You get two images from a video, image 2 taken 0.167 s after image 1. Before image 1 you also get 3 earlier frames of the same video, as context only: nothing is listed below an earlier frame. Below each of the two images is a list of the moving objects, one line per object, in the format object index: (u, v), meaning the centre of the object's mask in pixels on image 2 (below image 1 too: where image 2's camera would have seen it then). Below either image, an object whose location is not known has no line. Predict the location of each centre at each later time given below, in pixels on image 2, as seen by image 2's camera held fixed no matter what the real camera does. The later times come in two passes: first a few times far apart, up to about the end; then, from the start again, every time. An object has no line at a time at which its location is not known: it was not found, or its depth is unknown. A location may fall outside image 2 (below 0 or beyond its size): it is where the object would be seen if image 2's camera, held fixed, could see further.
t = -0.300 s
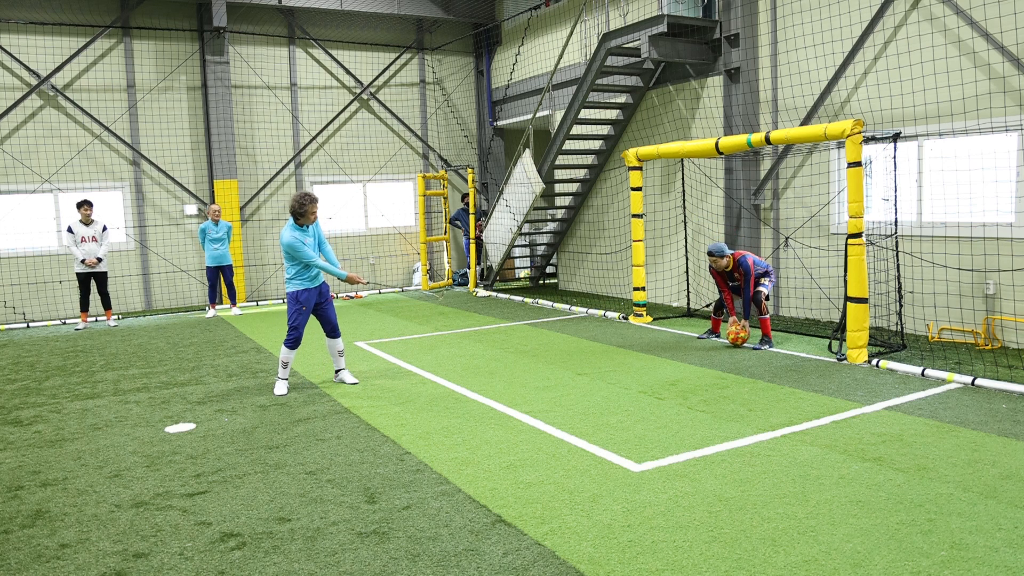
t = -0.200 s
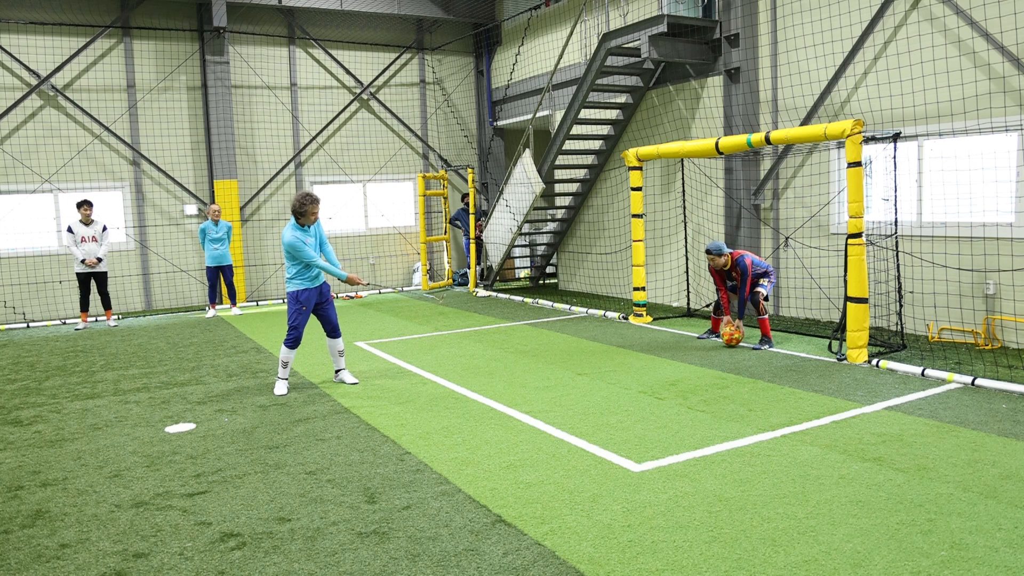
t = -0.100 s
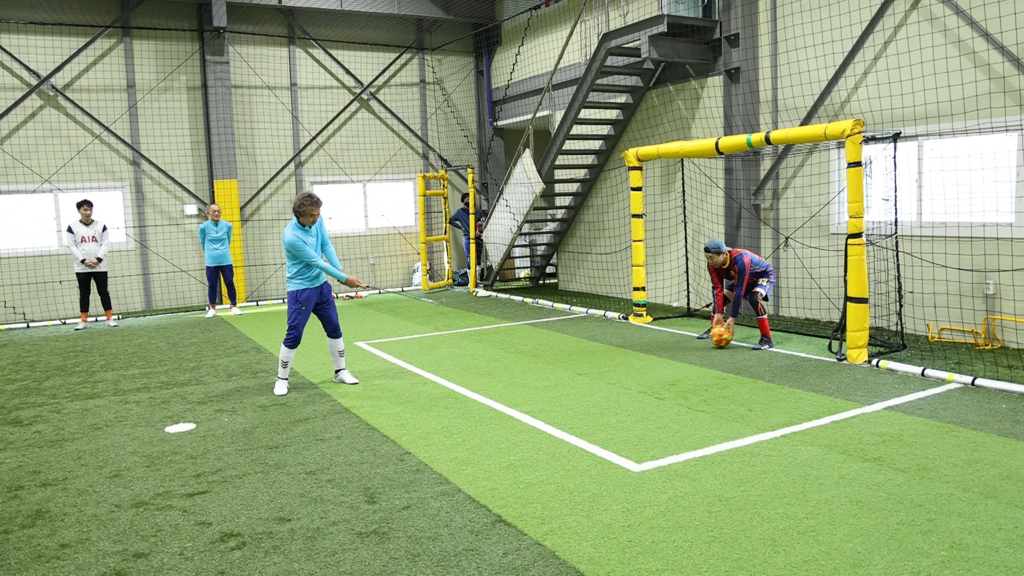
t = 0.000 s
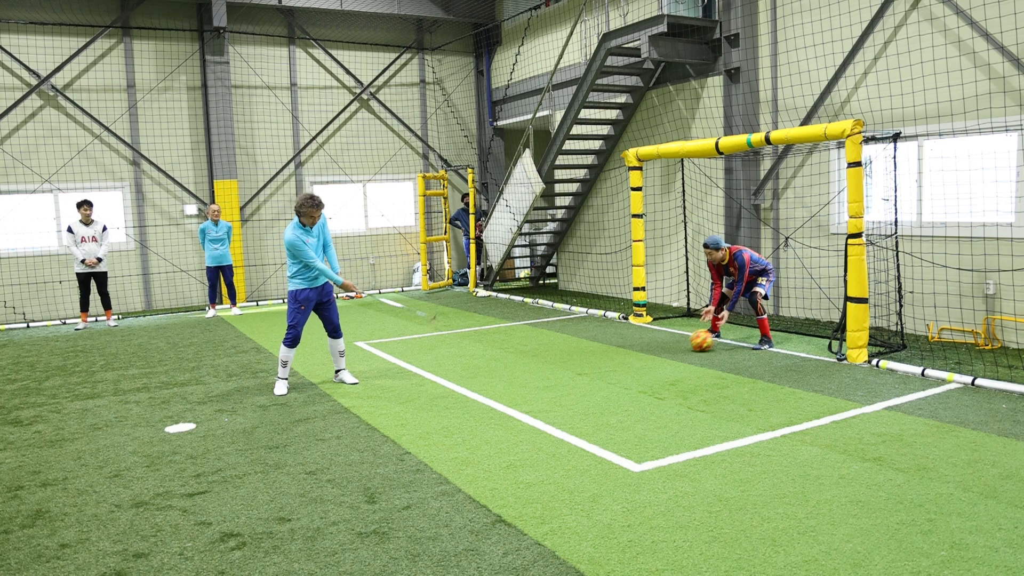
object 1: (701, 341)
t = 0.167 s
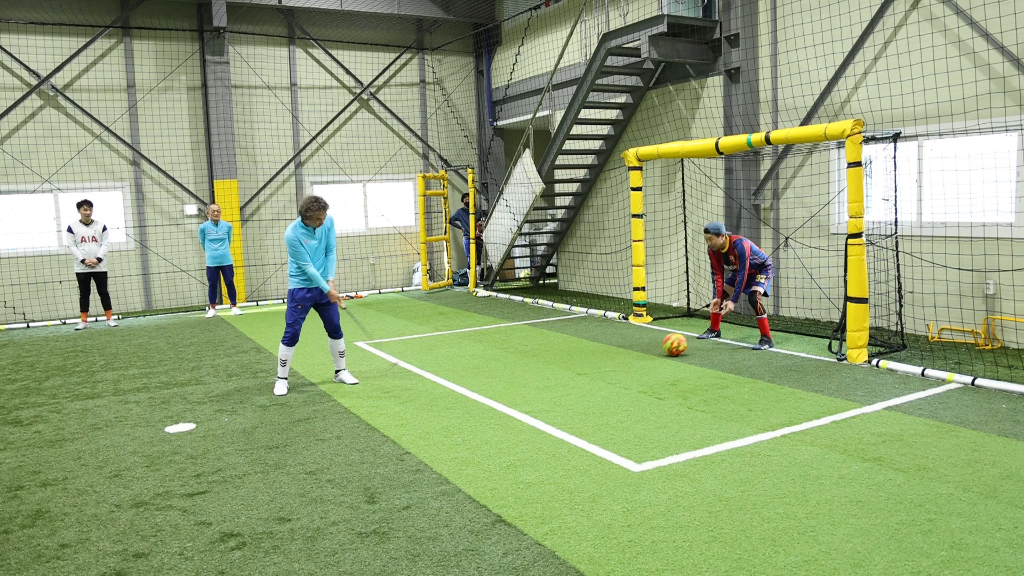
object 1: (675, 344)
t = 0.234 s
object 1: (664, 346)
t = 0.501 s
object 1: (622, 352)
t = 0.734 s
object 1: (584, 358)
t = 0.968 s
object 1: (547, 364)
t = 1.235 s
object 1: (504, 370)
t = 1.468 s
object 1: (466, 375)
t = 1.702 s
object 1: (430, 380)
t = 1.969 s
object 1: (391, 384)
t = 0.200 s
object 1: (669, 346)
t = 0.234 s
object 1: (664, 346)
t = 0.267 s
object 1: (659, 347)
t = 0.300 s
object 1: (654, 348)
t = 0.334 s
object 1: (648, 349)
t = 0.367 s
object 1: (643, 350)
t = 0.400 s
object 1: (638, 351)
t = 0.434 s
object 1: (633, 351)
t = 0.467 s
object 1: (627, 352)
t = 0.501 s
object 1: (622, 352)
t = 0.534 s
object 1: (617, 354)
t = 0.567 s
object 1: (611, 355)
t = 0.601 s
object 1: (606, 355)
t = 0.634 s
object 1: (600, 357)
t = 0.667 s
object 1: (595, 357)
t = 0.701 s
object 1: (590, 358)
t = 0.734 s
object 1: (584, 358)
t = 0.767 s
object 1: (579, 359)
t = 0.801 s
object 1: (574, 360)
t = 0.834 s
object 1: (568, 361)
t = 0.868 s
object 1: (563, 362)
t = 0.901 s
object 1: (558, 362)
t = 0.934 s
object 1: (552, 363)
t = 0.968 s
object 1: (547, 364)
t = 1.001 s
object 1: (541, 365)
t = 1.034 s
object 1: (536, 366)
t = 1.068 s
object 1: (530, 366)
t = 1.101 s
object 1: (525, 367)
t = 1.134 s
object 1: (520, 368)
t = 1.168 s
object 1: (514, 369)
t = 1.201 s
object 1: (509, 370)
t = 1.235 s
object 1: (504, 370)
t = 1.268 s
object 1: (498, 371)
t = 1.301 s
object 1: (493, 372)
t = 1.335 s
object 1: (488, 372)
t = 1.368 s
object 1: (482, 373)
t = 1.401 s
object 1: (477, 374)
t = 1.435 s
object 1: (472, 374)
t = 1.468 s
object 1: (466, 375)
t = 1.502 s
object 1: (461, 375)
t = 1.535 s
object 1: (456, 376)
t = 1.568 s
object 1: (451, 377)
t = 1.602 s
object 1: (446, 378)
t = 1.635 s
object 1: (441, 379)
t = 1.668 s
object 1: (436, 379)
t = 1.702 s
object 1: (430, 380)
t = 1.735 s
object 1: (425, 381)
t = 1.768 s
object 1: (421, 382)
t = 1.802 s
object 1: (415, 382)
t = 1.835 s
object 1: (411, 382)
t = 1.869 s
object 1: (405, 383)
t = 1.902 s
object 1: (400, 384)
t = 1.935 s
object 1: (396, 384)
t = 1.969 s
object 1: (391, 384)
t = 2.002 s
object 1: (386, 385)
